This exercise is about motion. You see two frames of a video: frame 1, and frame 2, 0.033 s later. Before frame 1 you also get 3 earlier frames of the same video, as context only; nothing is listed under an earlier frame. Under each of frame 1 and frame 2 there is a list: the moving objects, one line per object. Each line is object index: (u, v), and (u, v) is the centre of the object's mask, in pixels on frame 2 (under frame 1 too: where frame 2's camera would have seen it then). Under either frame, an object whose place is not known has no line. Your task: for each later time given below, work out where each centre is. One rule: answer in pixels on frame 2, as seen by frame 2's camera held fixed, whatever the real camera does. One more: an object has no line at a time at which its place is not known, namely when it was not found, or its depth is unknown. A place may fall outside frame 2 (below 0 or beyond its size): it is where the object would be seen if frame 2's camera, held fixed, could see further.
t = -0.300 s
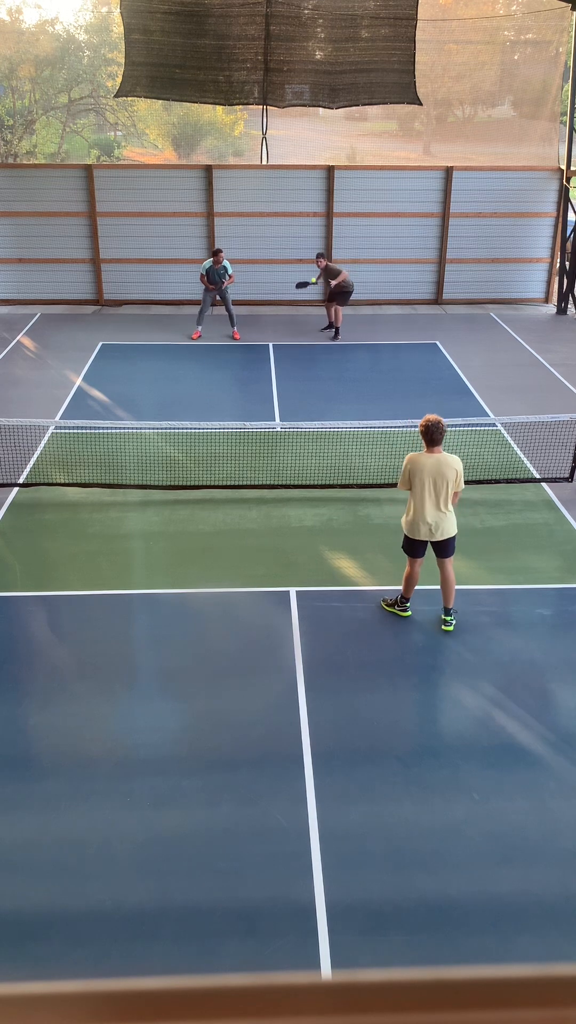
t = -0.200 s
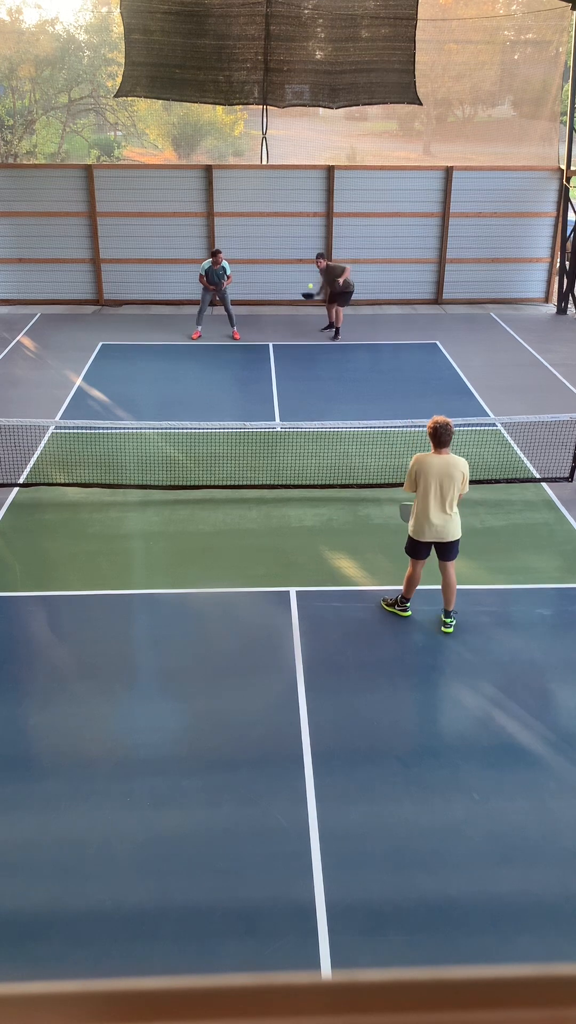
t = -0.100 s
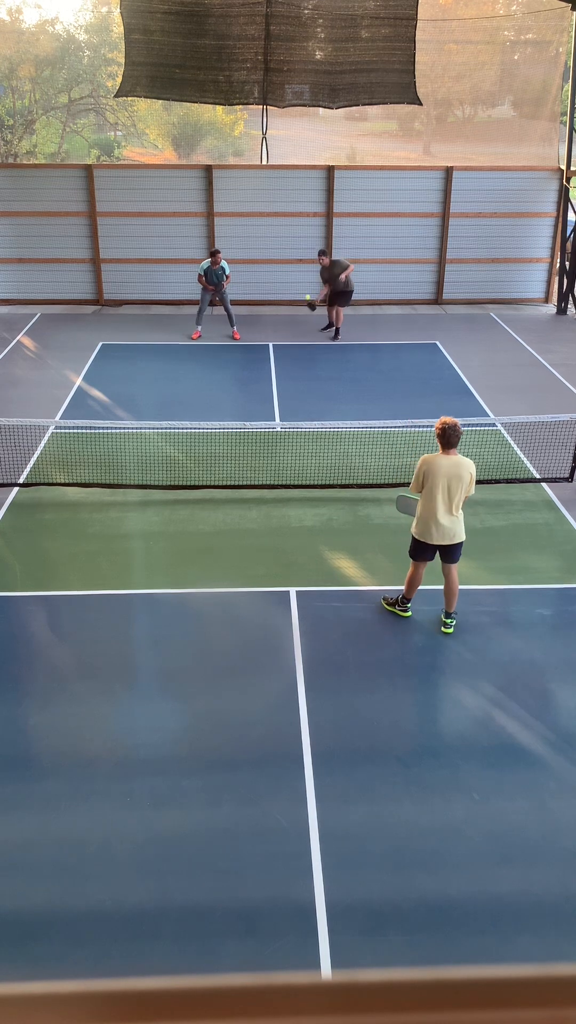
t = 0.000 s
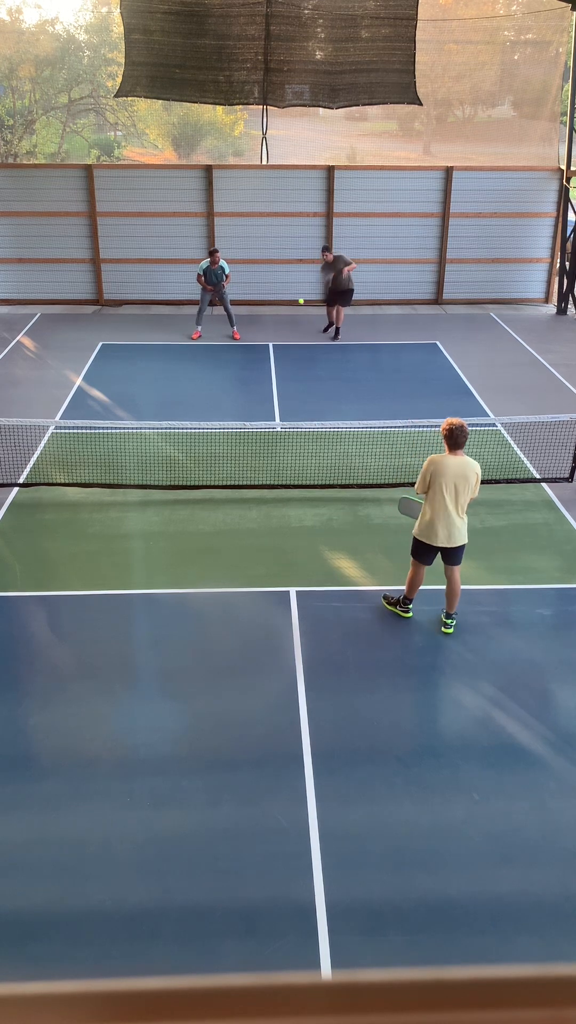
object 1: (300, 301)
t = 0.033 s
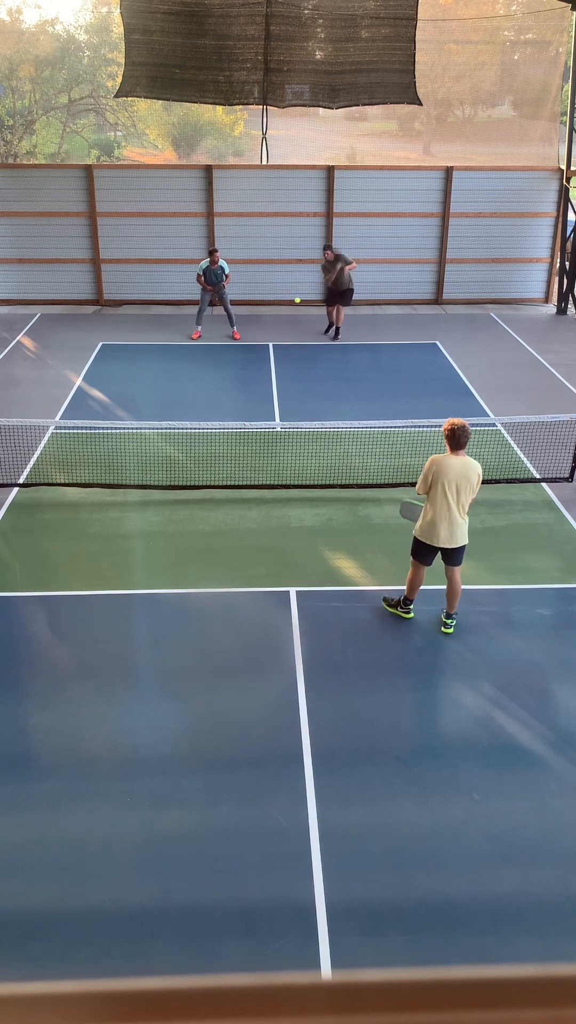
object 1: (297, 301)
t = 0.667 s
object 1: (145, 554)
